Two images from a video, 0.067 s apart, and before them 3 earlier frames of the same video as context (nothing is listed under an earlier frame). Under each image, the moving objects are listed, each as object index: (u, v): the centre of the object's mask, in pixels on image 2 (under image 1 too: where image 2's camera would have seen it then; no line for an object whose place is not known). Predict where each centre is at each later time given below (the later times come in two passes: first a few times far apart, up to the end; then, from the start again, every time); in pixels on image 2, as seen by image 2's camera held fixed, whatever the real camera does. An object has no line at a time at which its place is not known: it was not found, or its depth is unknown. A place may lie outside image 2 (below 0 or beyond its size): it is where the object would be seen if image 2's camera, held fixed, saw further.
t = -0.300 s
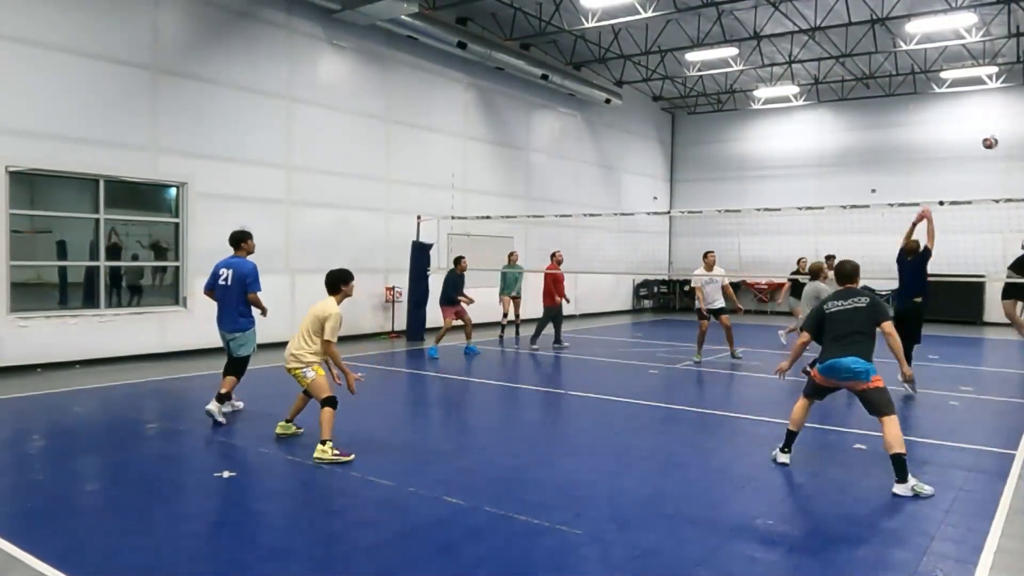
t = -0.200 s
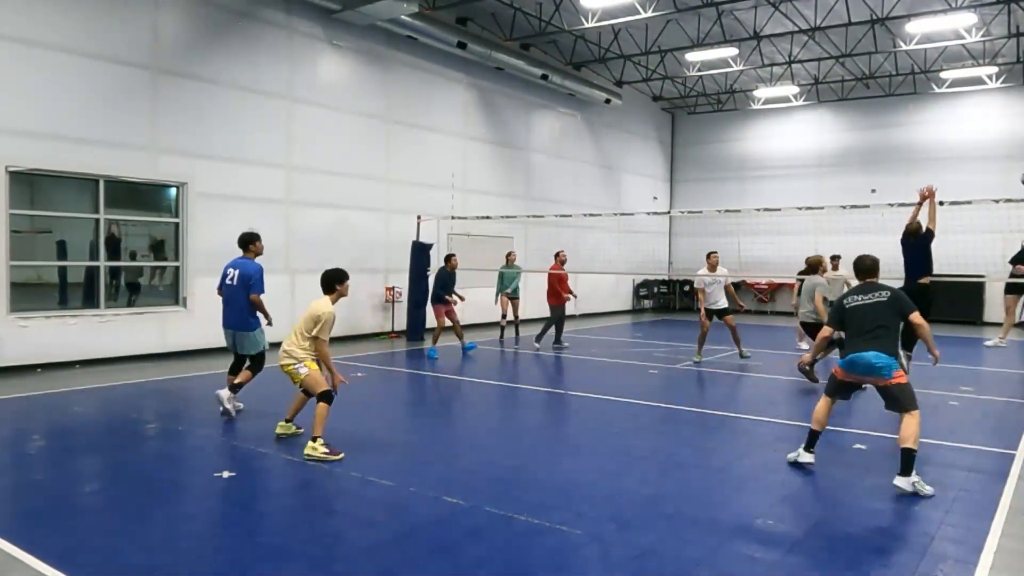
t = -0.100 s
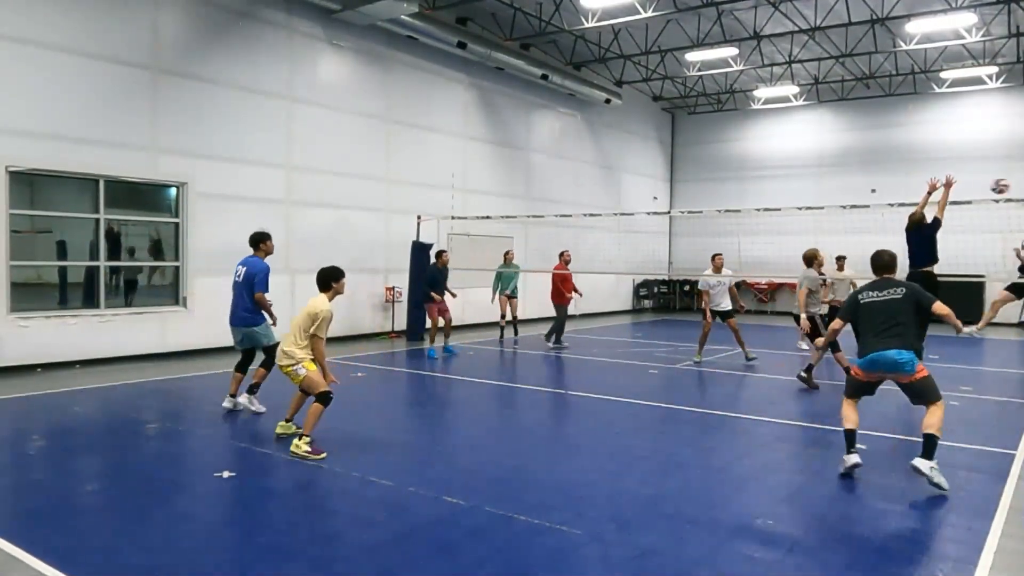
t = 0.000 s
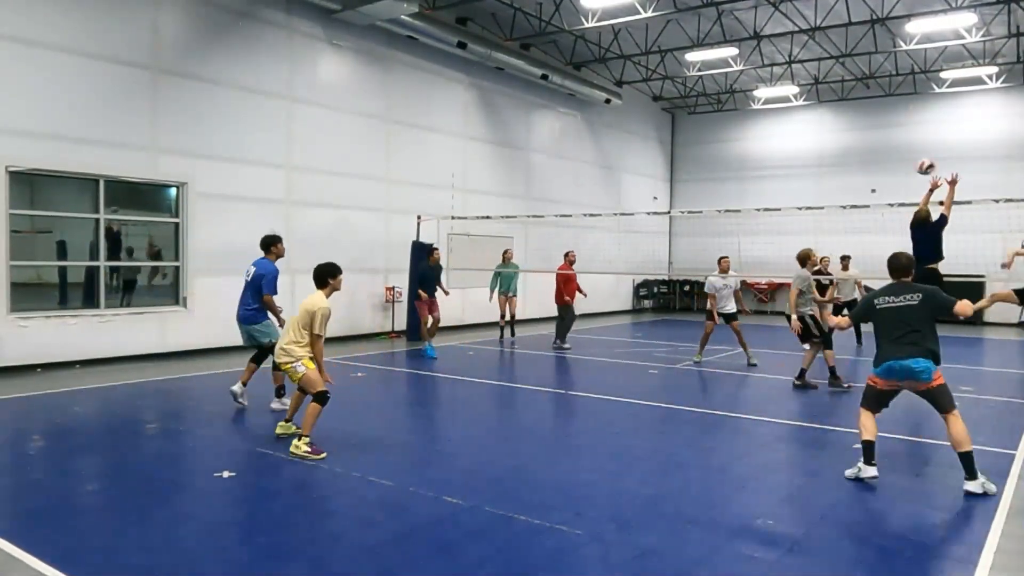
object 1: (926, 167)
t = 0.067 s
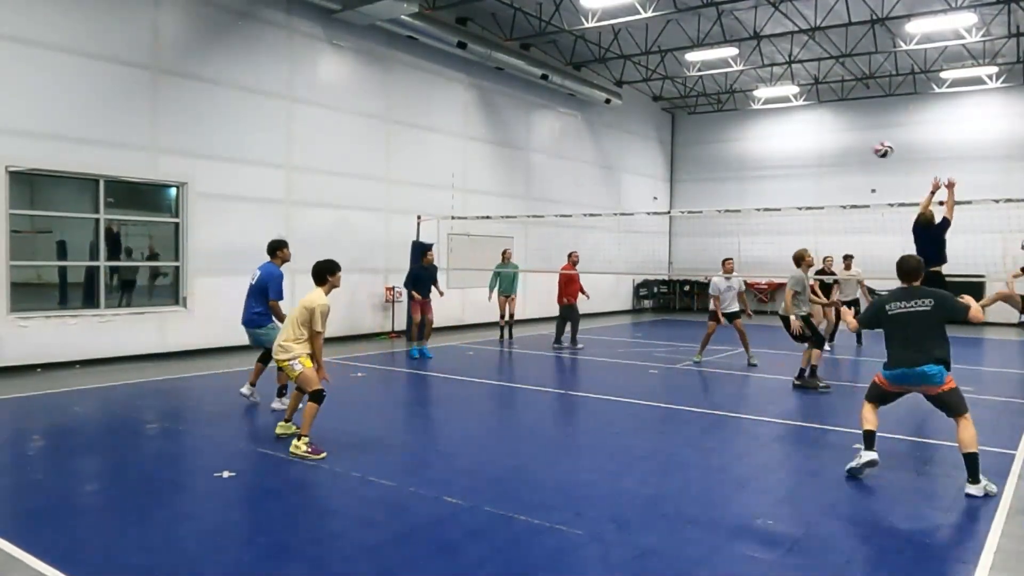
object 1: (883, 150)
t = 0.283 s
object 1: (749, 120)
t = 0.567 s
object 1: (579, 147)
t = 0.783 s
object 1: (453, 213)
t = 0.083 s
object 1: (873, 146)
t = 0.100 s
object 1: (863, 143)
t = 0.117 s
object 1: (852, 140)
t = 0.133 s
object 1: (842, 137)
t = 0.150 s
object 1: (831, 135)
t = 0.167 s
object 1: (821, 132)
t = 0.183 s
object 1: (810, 130)
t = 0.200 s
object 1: (800, 128)
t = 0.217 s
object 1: (790, 126)
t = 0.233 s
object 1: (779, 125)
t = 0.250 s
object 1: (769, 123)
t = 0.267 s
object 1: (759, 122)
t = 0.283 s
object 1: (749, 120)
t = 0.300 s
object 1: (740, 120)
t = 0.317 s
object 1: (729, 120)
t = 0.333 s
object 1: (718, 120)
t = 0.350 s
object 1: (708, 120)
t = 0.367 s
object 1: (698, 121)
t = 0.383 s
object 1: (688, 122)
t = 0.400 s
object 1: (678, 123)
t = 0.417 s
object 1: (668, 123)
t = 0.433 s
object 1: (658, 126)
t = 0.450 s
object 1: (648, 127)
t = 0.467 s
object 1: (639, 130)
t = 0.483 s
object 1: (629, 131)
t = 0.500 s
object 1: (618, 134)
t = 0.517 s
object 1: (608, 137)
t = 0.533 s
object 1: (599, 140)
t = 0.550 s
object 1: (589, 143)
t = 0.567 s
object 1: (579, 147)
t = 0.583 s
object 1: (569, 149)
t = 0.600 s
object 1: (559, 154)
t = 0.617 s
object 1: (549, 159)
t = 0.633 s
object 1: (540, 162)
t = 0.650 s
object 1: (530, 168)
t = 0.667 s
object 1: (521, 171)
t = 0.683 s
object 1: (511, 177)
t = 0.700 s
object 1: (501, 182)
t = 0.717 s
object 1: (491, 188)
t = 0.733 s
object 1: (482, 193)
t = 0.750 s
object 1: (472, 200)
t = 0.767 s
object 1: (462, 206)
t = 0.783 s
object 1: (453, 213)
